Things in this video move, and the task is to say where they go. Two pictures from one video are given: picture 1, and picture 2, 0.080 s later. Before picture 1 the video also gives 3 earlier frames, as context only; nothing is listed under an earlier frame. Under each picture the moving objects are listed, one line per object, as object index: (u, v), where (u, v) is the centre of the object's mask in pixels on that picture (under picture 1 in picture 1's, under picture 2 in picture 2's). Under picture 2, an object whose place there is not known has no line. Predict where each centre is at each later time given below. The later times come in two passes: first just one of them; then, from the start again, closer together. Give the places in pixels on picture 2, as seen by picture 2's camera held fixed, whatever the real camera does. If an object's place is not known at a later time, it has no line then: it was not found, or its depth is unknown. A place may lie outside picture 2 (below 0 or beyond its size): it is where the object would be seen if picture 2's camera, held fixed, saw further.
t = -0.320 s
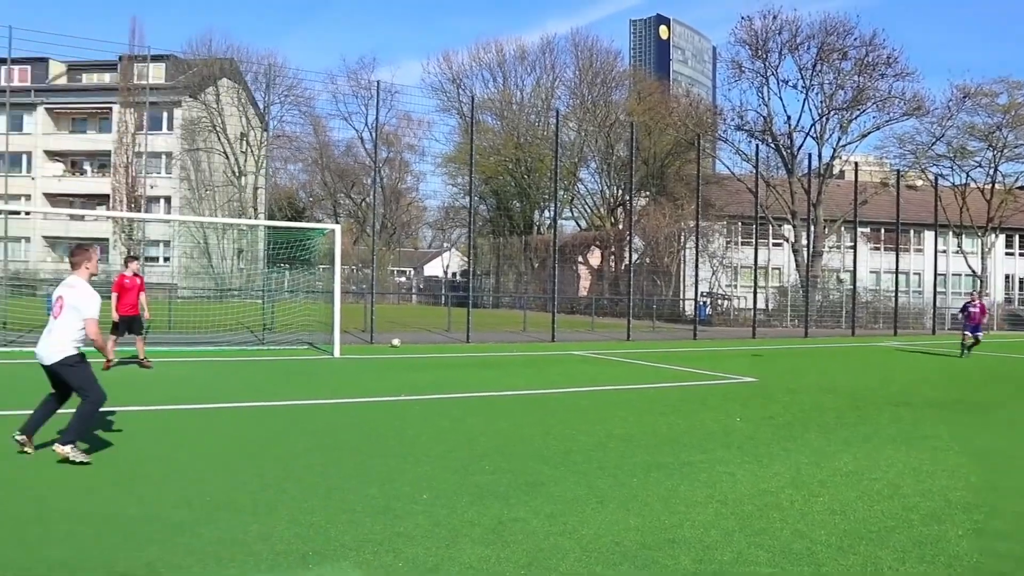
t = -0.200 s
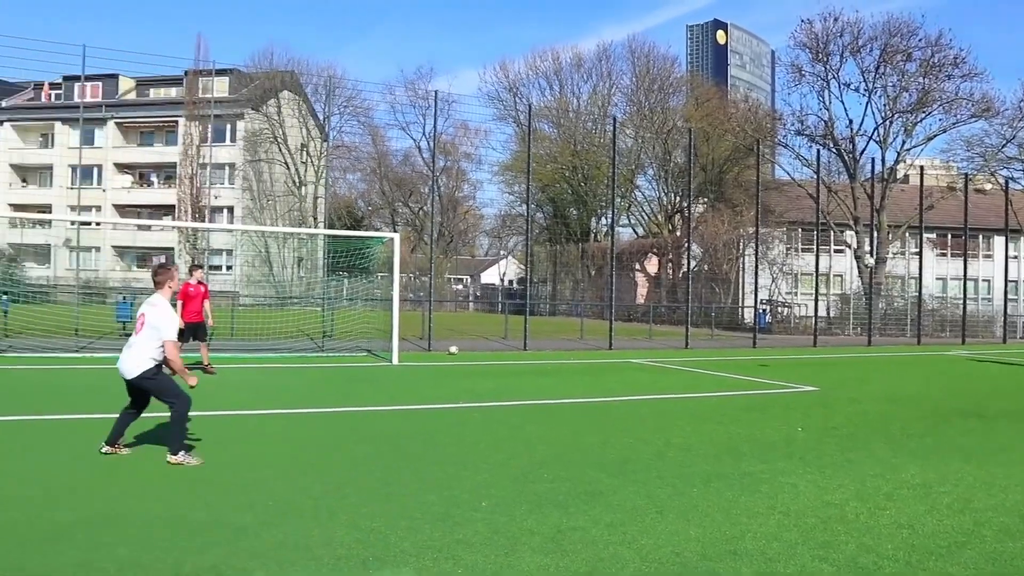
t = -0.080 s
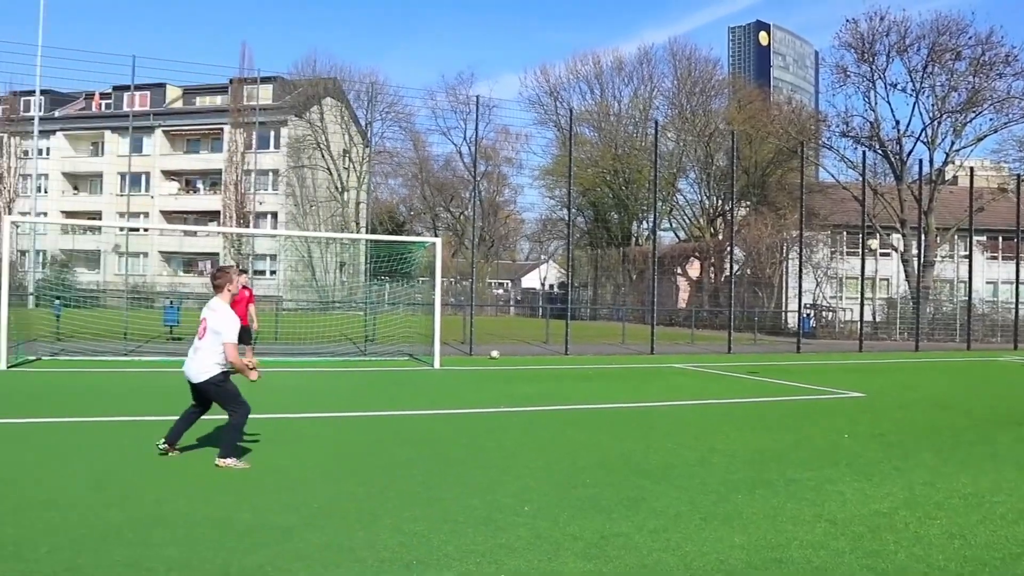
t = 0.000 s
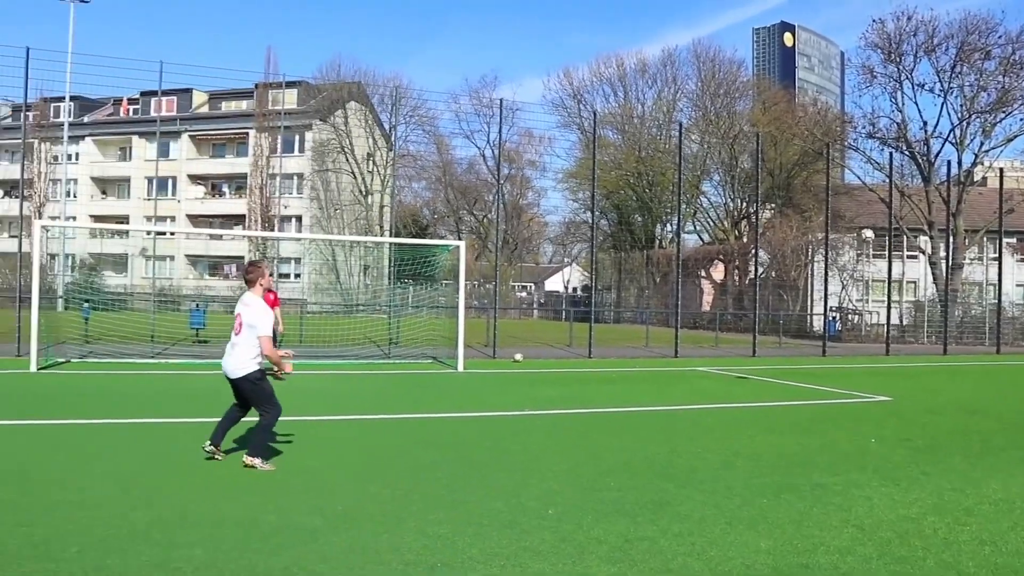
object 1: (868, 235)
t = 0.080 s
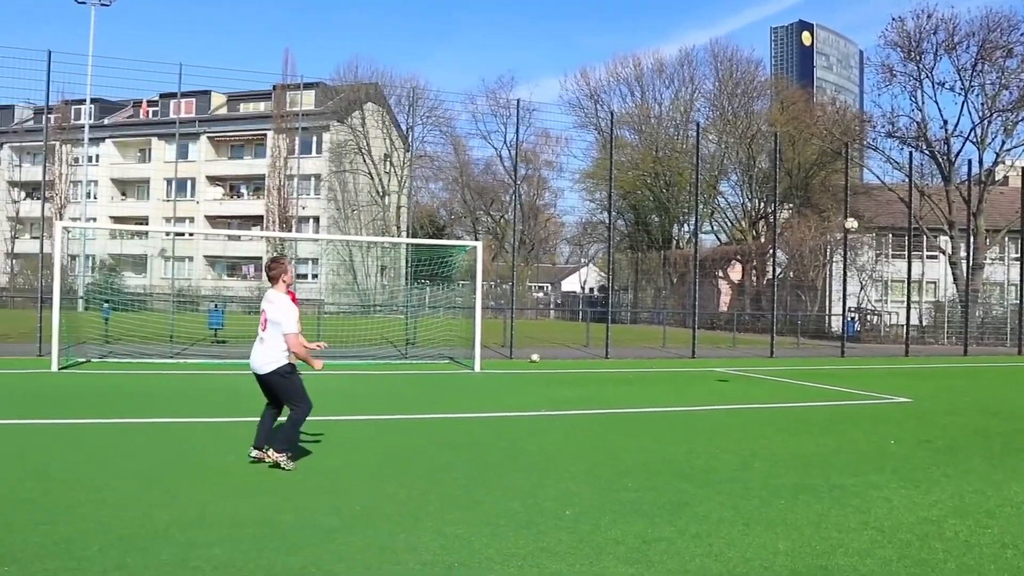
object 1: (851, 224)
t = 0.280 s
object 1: (749, 208)
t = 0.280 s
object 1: (749, 208)
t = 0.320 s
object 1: (726, 207)
